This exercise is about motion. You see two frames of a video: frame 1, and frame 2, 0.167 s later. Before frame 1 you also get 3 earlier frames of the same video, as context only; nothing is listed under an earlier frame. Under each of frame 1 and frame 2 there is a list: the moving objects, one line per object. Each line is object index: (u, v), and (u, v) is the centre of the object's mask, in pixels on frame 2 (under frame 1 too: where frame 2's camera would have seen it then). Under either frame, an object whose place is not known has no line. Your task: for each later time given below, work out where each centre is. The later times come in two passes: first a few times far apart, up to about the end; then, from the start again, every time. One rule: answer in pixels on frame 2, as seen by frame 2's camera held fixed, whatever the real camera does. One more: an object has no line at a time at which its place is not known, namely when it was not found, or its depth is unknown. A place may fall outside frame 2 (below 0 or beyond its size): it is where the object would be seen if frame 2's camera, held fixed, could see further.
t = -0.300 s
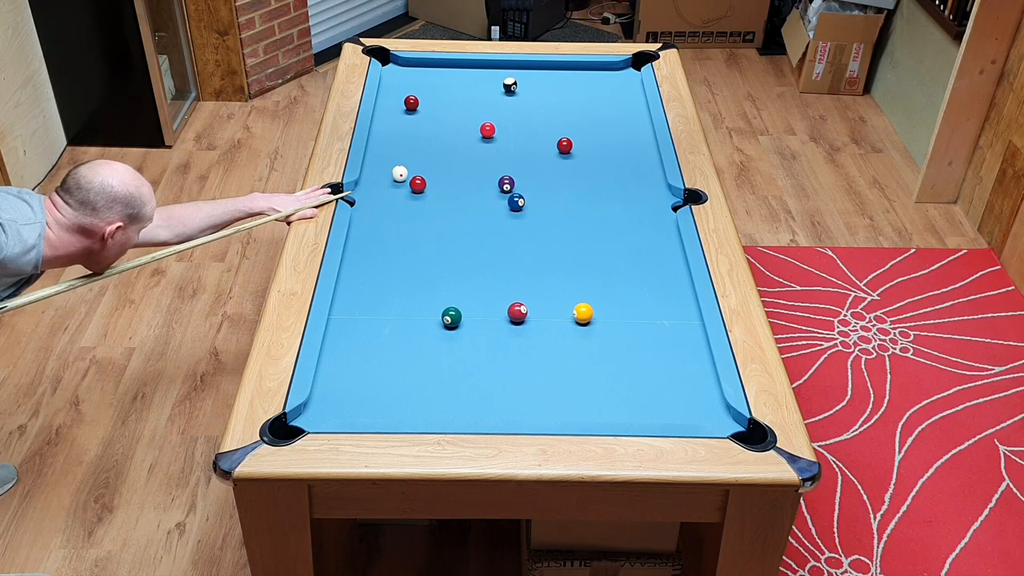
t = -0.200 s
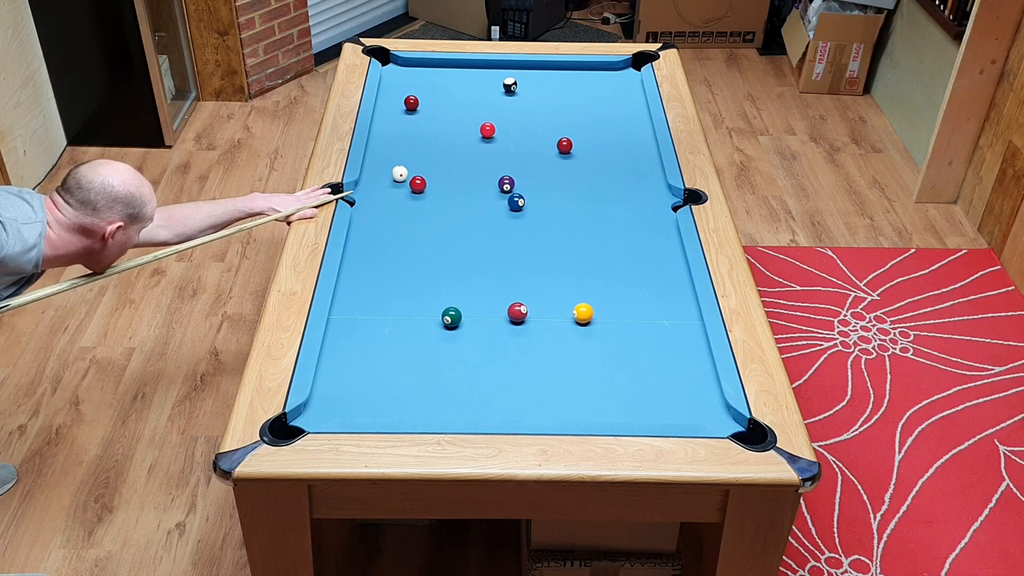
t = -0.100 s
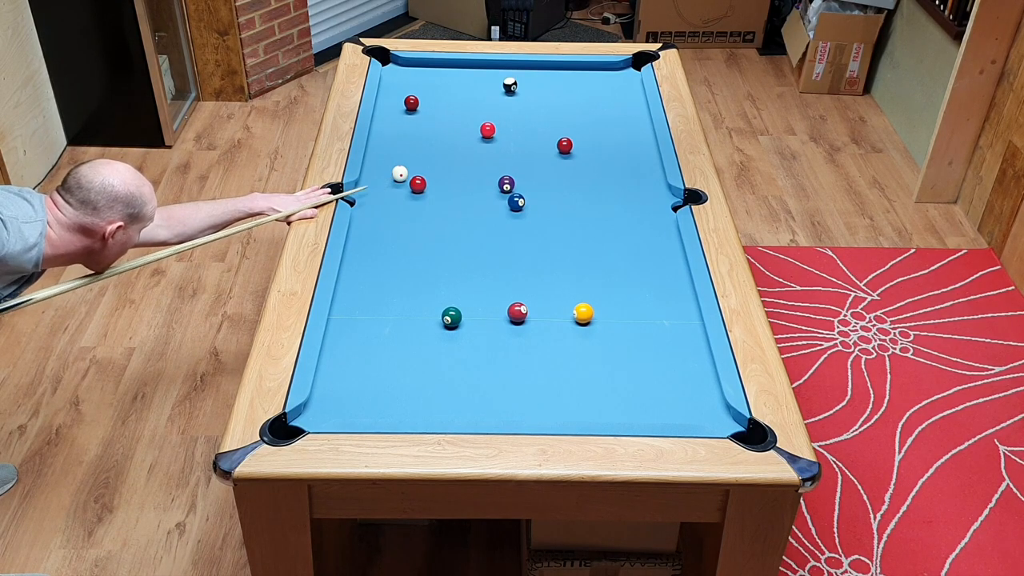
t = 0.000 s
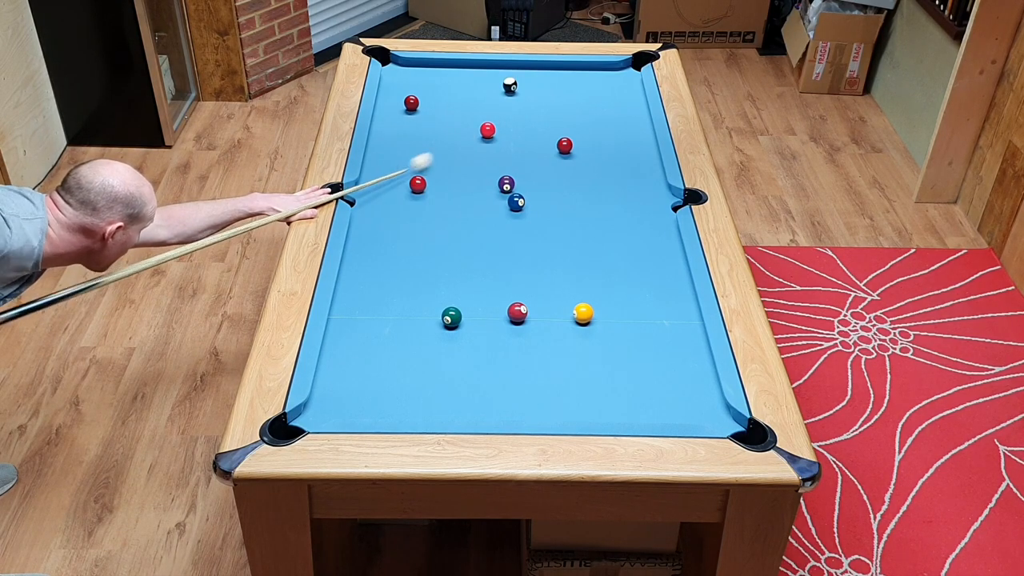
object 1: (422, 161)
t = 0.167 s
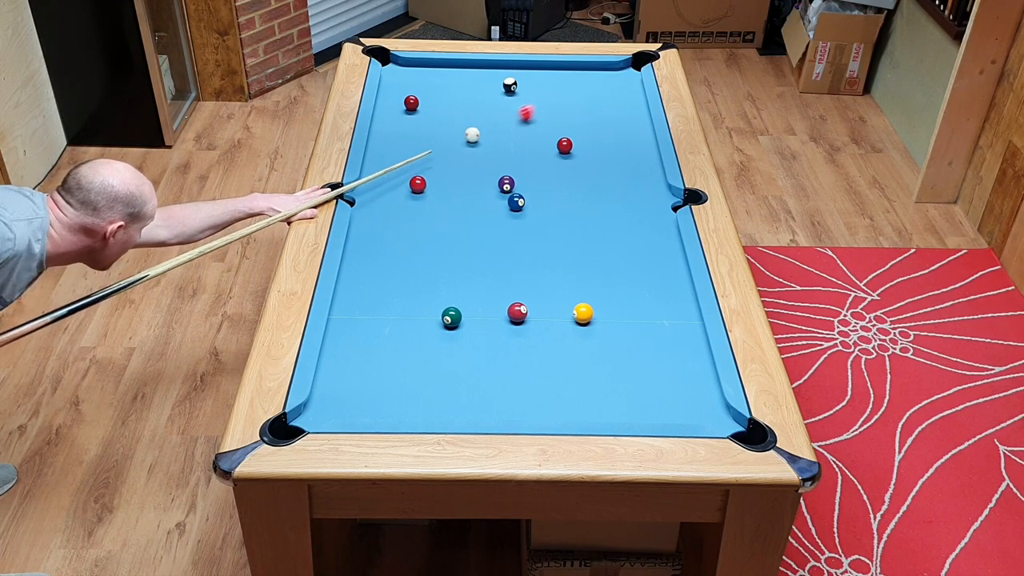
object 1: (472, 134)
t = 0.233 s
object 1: (469, 134)
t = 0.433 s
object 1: (460, 133)
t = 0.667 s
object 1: (450, 132)
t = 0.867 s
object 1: (443, 131)
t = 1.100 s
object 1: (437, 130)
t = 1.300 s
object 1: (432, 129)
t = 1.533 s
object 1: (428, 129)
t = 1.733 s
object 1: (426, 128)
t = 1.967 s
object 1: (424, 128)
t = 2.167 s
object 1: (424, 128)
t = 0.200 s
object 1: (471, 134)
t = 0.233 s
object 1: (469, 134)
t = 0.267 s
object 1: (467, 134)
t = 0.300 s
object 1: (466, 134)
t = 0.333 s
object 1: (464, 133)
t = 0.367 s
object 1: (463, 133)
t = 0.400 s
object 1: (461, 133)
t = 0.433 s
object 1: (460, 133)
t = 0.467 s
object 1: (458, 133)
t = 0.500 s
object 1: (457, 133)
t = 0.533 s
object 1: (456, 132)
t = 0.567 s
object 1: (454, 132)
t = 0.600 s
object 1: (453, 132)
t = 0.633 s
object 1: (451, 132)
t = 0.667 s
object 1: (450, 132)
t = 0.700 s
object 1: (449, 132)
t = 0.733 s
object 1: (448, 131)
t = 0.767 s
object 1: (447, 131)
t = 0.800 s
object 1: (445, 131)
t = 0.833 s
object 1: (444, 131)
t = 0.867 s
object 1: (443, 131)
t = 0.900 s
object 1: (442, 131)
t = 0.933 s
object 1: (441, 131)
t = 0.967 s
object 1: (440, 130)
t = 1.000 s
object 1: (439, 130)
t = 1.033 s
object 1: (438, 130)
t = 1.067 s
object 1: (438, 130)
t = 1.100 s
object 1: (437, 130)
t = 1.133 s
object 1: (436, 130)
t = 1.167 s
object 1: (435, 129)
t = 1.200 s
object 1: (434, 129)
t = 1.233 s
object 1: (433, 129)
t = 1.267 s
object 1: (433, 129)
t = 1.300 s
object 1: (432, 129)
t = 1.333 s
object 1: (431, 129)
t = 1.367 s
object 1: (430, 129)
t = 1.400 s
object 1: (430, 129)
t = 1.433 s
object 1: (429, 129)
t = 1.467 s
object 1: (429, 129)
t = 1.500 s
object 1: (428, 129)
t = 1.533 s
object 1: (428, 129)
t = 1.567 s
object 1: (428, 129)
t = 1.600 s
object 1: (427, 129)
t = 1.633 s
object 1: (427, 129)
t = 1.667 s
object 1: (426, 129)
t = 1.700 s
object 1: (426, 128)
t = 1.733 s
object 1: (426, 128)
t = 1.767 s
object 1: (425, 128)
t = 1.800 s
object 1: (425, 128)
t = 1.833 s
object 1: (425, 128)
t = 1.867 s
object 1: (425, 128)
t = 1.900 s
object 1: (425, 128)
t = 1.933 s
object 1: (424, 128)
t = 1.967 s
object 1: (424, 128)
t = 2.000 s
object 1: (424, 128)
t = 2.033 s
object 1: (424, 128)
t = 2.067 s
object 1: (424, 128)
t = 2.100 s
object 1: (424, 128)
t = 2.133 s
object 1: (424, 128)
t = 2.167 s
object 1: (424, 128)
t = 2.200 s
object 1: (425, 128)
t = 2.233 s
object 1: (425, 128)
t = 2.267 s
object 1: (425, 128)
